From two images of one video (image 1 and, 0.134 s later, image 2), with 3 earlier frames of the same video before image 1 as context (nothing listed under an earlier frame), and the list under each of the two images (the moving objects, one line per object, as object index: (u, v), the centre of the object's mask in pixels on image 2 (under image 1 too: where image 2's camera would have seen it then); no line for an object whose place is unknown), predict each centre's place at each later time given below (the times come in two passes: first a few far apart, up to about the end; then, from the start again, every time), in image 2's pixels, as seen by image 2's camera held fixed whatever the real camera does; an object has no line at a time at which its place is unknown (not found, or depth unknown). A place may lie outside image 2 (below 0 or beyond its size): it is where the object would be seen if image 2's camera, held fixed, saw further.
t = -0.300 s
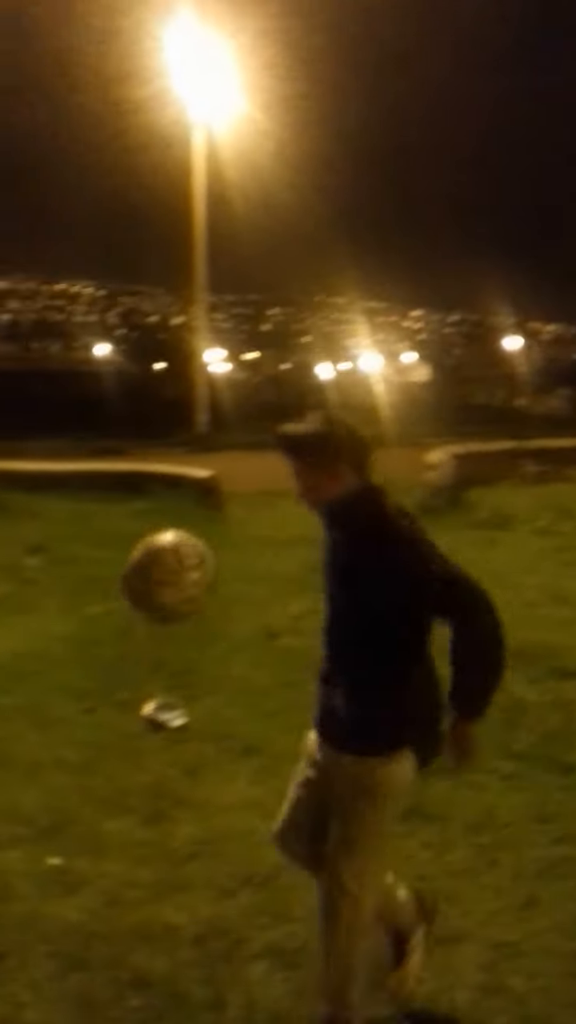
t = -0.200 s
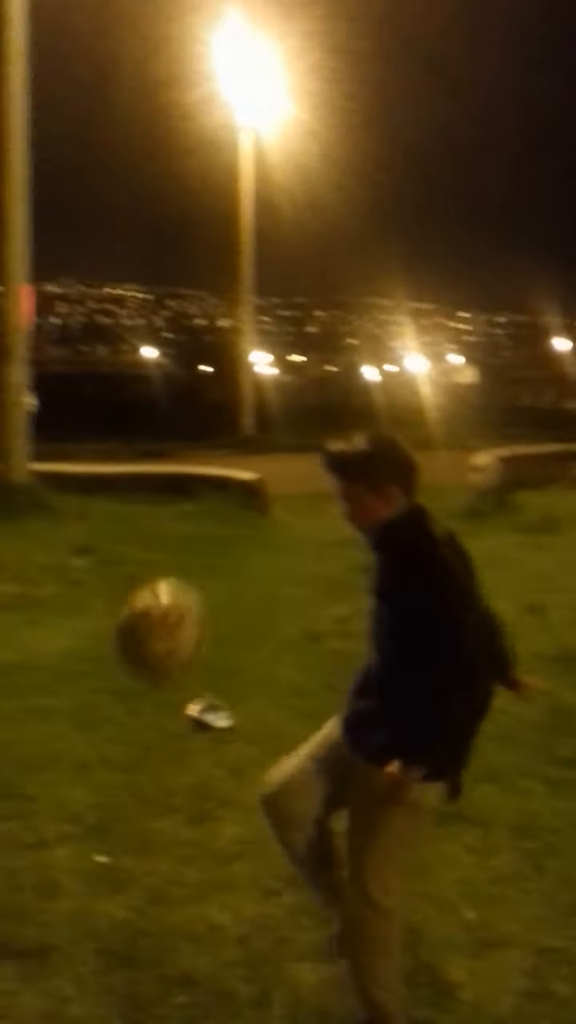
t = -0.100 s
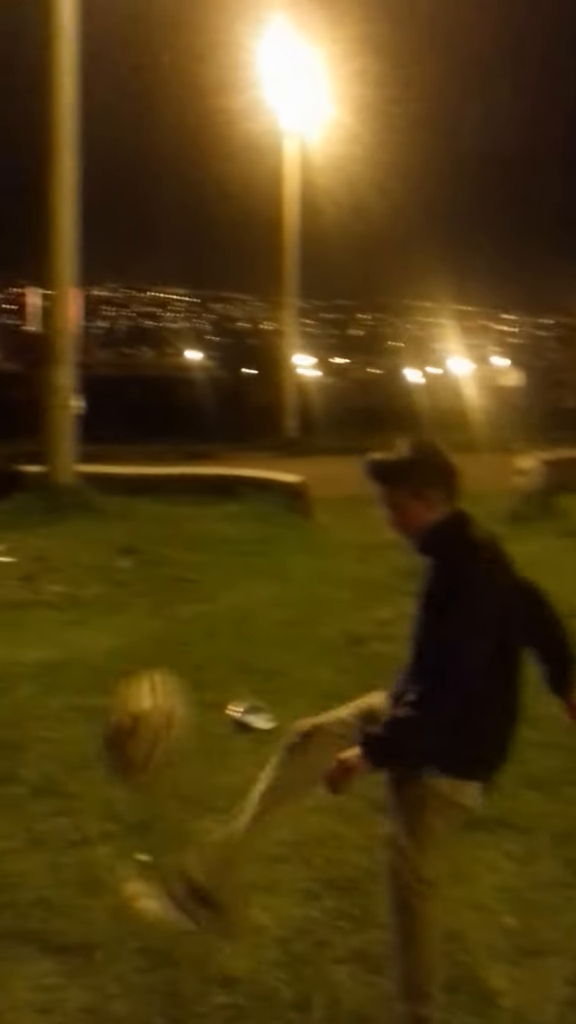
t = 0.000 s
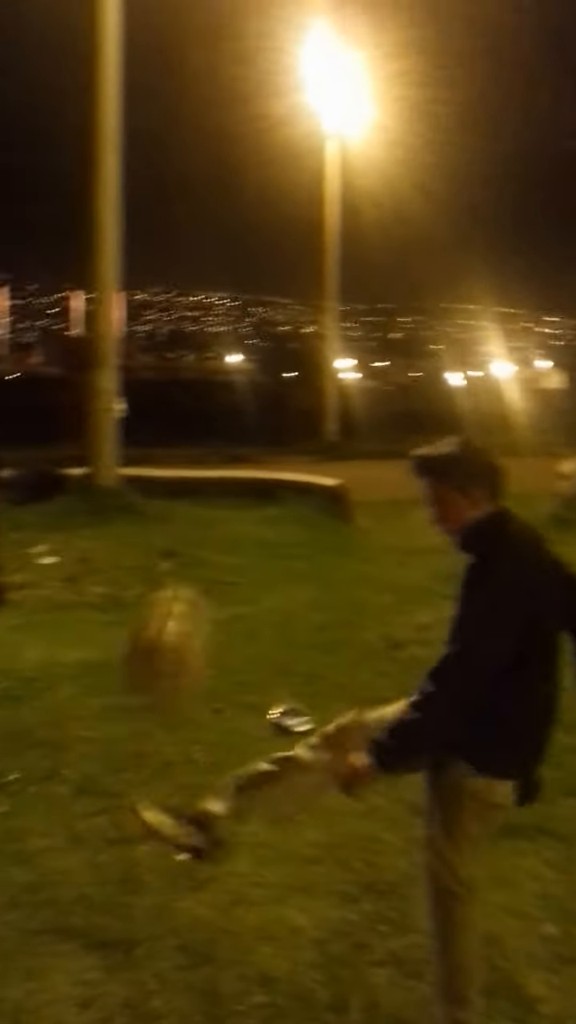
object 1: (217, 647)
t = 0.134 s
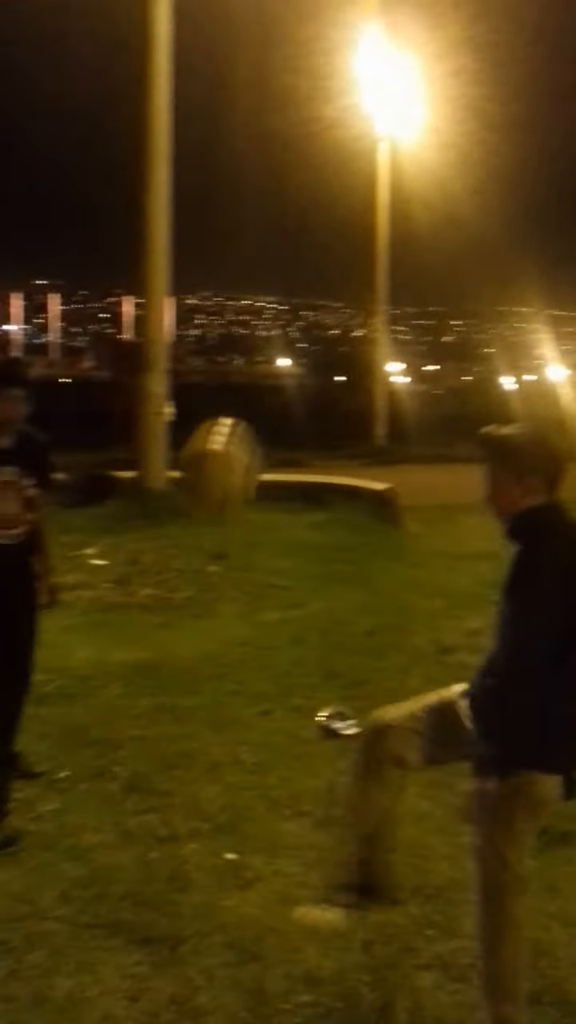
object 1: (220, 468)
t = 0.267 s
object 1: (220, 374)
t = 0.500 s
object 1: (221, 367)
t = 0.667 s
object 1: (222, 443)
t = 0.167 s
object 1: (221, 435)
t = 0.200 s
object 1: (218, 417)
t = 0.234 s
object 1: (220, 392)
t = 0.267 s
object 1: (220, 374)
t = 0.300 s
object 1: (221, 362)
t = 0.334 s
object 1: (219, 355)
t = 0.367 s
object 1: (220, 351)
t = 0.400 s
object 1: (220, 351)
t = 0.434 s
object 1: (220, 352)
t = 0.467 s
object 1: (220, 358)
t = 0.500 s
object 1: (221, 367)
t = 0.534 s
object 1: (220, 378)
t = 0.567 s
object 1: (218, 392)
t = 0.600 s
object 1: (219, 409)
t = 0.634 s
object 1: (221, 427)
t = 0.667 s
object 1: (222, 443)
